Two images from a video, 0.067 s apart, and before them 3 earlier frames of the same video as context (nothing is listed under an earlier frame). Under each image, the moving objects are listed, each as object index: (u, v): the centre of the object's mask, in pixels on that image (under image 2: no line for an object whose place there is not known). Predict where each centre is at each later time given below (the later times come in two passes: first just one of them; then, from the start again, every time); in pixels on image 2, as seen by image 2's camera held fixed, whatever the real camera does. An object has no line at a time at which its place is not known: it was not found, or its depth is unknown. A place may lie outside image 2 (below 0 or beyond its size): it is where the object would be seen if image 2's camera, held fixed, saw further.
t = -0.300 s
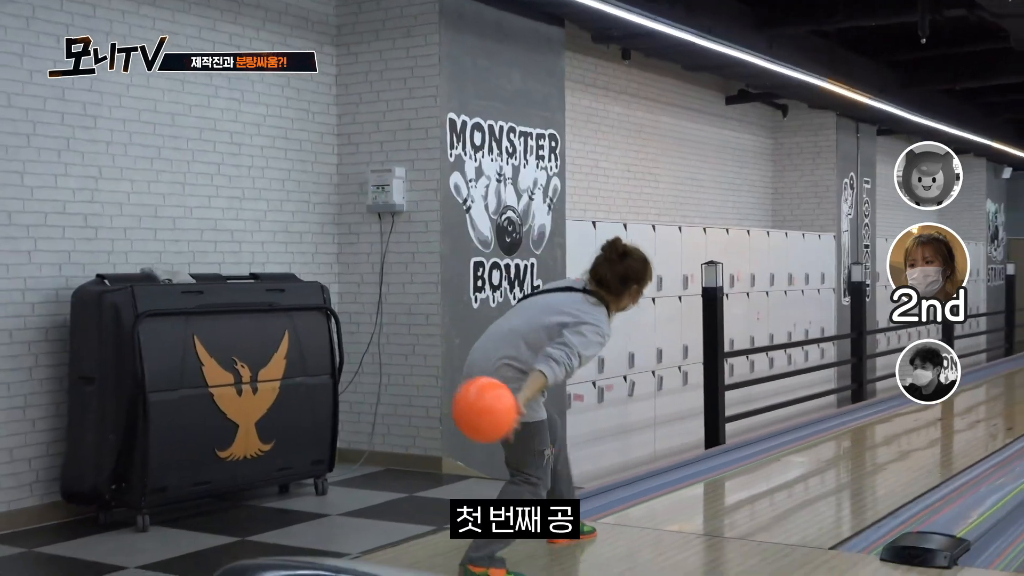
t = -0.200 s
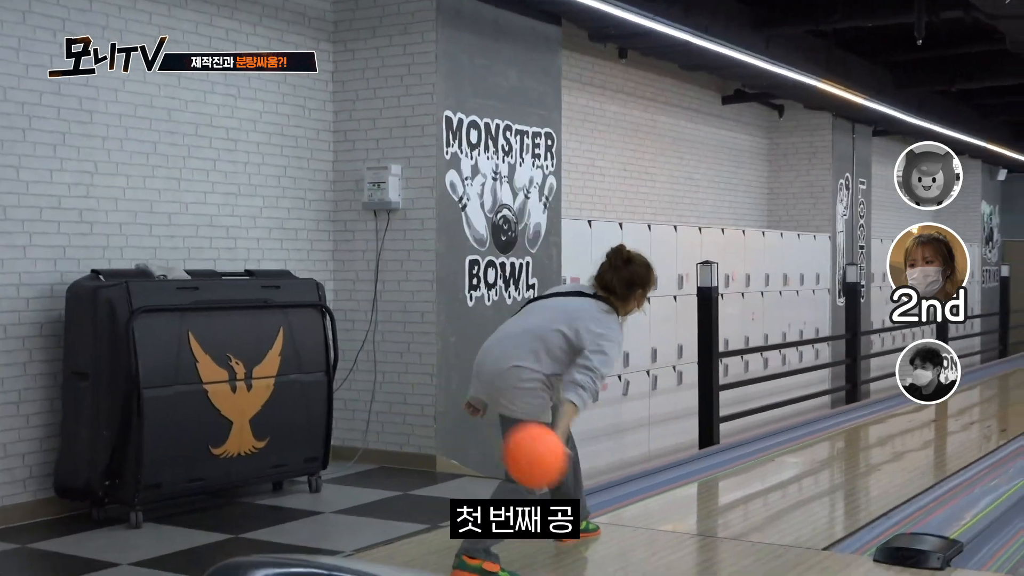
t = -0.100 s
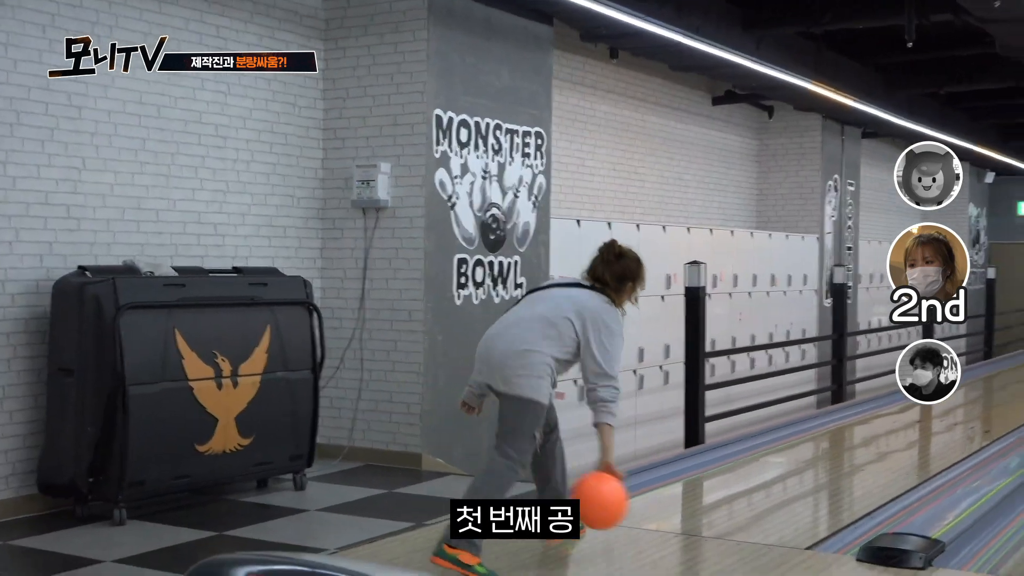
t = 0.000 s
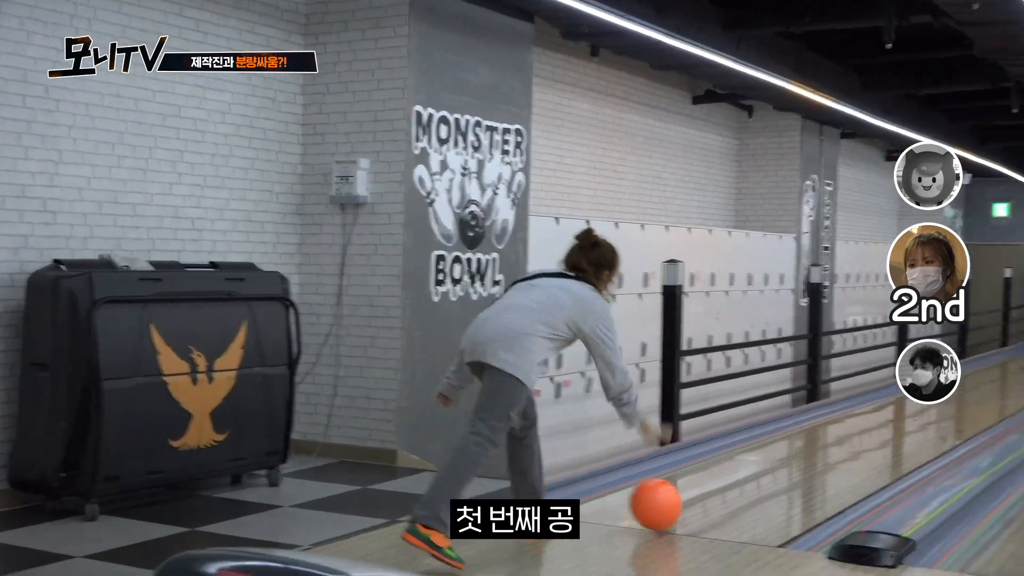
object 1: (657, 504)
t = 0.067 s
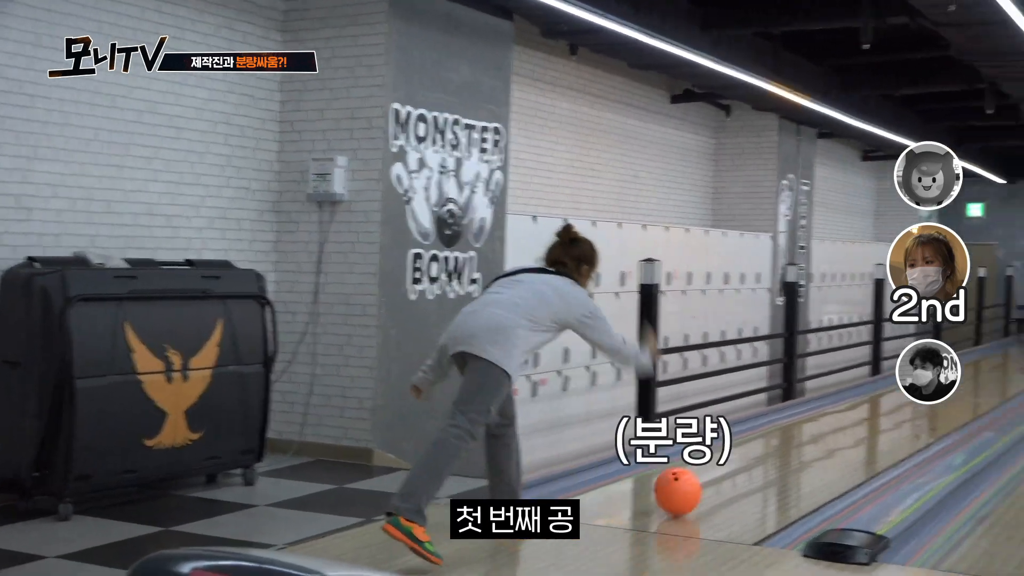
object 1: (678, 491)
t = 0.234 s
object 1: (772, 463)
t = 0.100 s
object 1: (699, 485)
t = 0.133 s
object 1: (719, 480)
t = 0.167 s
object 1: (738, 474)
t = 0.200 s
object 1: (756, 468)
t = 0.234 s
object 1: (772, 463)
